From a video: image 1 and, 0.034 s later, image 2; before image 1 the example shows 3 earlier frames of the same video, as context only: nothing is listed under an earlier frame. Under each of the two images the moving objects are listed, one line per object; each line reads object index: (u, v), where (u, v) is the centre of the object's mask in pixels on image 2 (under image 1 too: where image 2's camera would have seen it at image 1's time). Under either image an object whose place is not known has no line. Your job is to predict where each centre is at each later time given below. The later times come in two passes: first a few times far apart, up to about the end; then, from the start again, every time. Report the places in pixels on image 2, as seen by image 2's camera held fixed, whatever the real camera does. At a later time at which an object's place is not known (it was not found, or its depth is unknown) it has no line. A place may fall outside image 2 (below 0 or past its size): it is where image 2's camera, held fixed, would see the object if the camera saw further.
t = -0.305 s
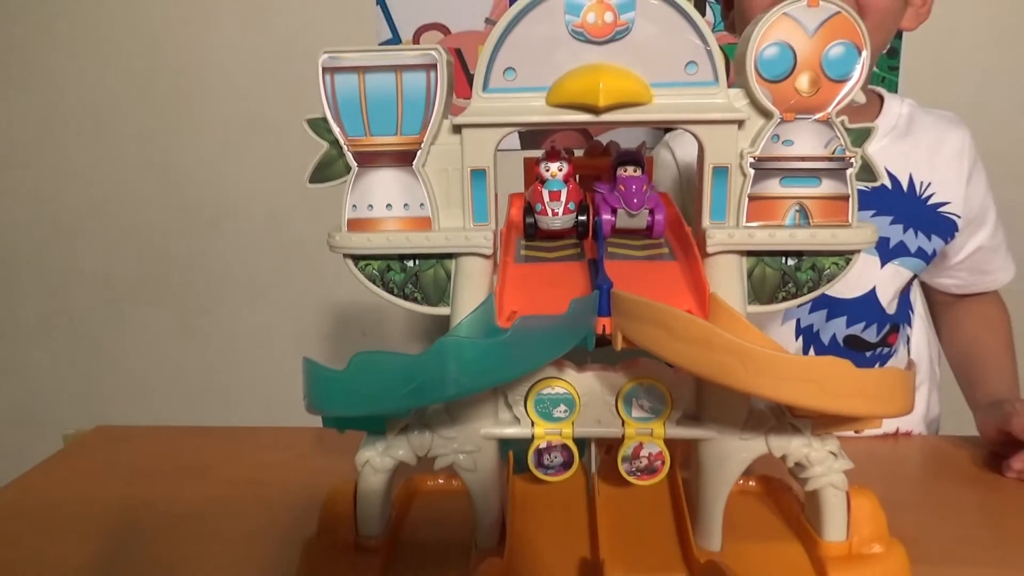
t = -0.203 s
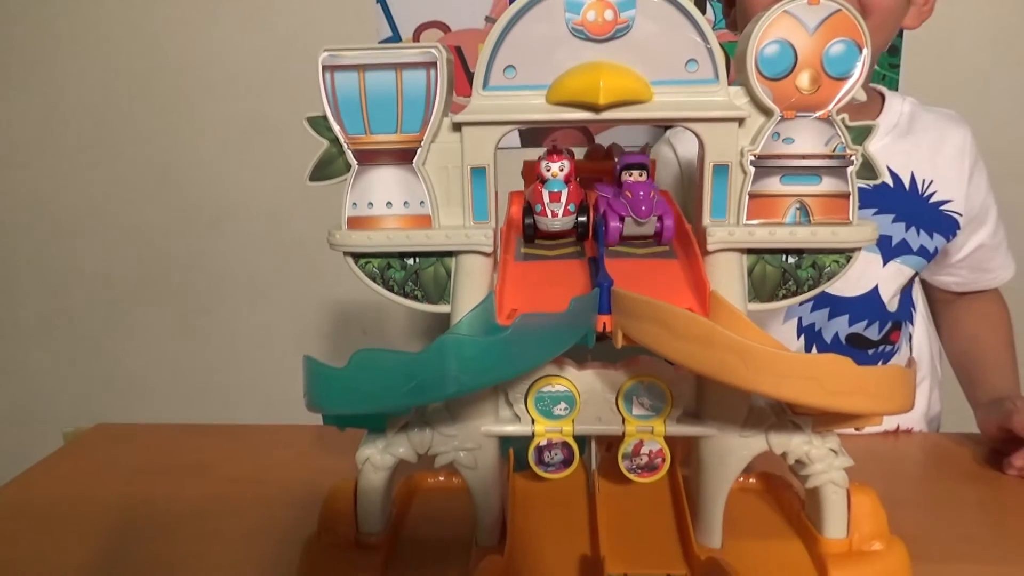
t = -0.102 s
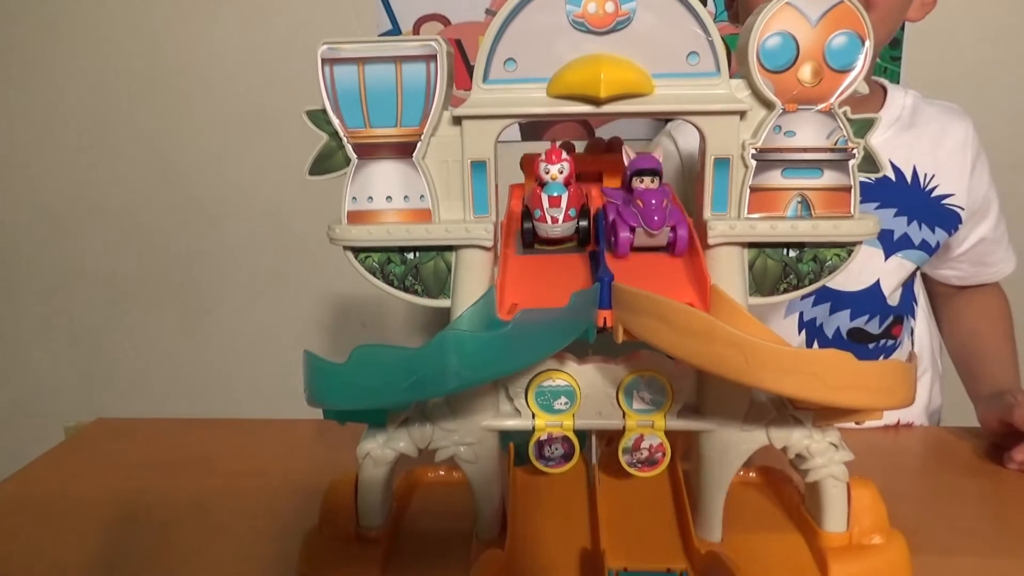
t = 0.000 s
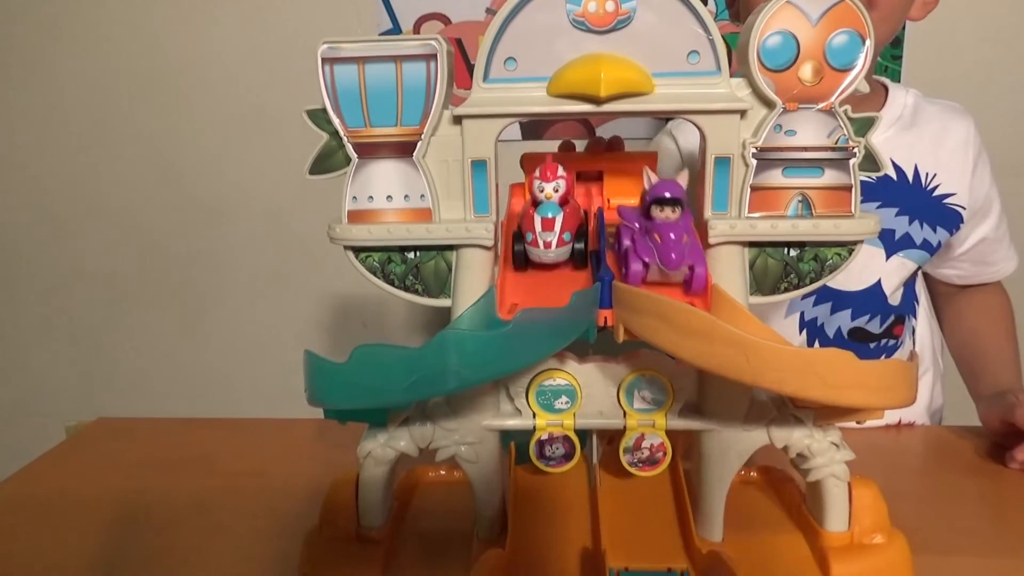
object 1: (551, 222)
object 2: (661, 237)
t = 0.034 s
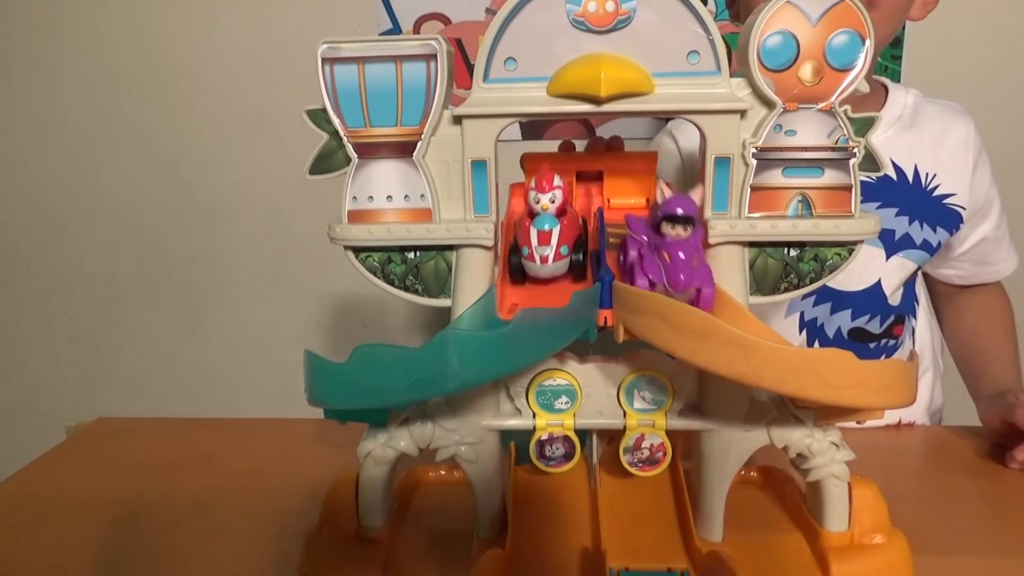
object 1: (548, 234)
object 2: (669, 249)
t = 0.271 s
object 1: (385, 320)
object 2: (862, 325)
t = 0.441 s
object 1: (369, 333)
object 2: (816, 333)
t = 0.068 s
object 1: (544, 249)
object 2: (679, 261)
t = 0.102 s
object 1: (539, 262)
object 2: (706, 278)
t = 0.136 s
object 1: (524, 275)
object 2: (739, 294)
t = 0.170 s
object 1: (497, 286)
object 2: (778, 307)
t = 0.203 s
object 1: (458, 301)
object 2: (812, 316)
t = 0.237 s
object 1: (419, 312)
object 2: (839, 323)
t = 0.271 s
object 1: (385, 320)
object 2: (862, 325)
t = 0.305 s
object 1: (361, 325)
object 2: (868, 327)
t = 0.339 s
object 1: (346, 327)
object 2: (867, 329)
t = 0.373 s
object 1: (343, 329)
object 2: (859, 332)
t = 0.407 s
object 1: (349, 332)
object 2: (841, 333)
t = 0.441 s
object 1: (369, 333)
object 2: (816, 333)
